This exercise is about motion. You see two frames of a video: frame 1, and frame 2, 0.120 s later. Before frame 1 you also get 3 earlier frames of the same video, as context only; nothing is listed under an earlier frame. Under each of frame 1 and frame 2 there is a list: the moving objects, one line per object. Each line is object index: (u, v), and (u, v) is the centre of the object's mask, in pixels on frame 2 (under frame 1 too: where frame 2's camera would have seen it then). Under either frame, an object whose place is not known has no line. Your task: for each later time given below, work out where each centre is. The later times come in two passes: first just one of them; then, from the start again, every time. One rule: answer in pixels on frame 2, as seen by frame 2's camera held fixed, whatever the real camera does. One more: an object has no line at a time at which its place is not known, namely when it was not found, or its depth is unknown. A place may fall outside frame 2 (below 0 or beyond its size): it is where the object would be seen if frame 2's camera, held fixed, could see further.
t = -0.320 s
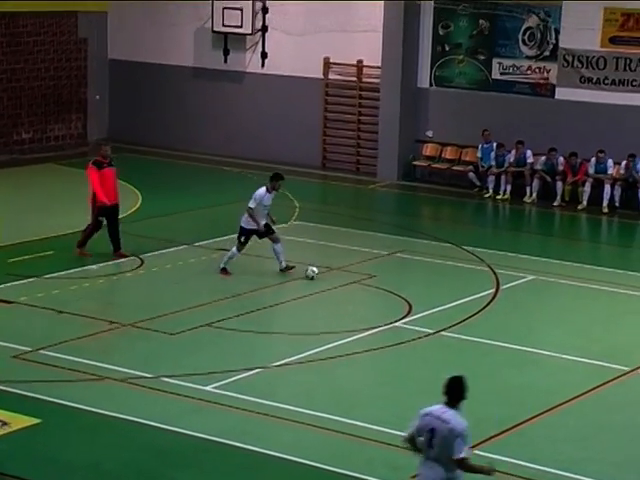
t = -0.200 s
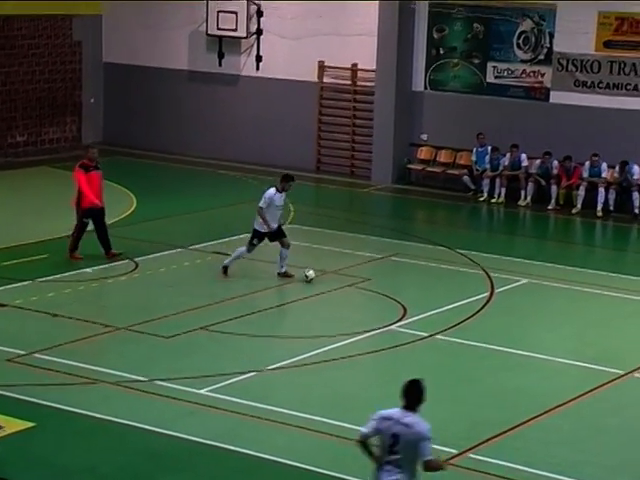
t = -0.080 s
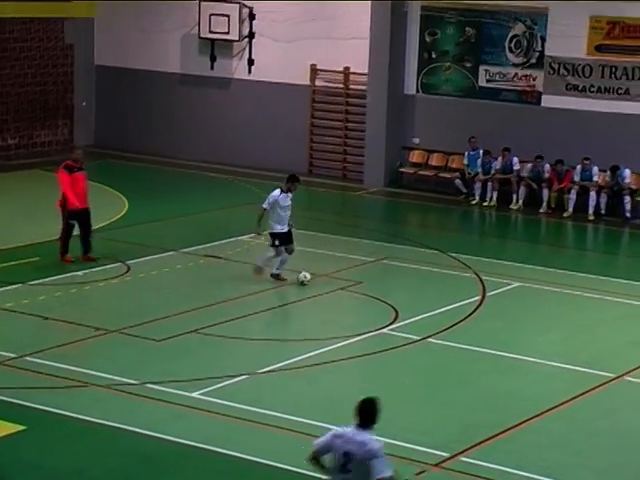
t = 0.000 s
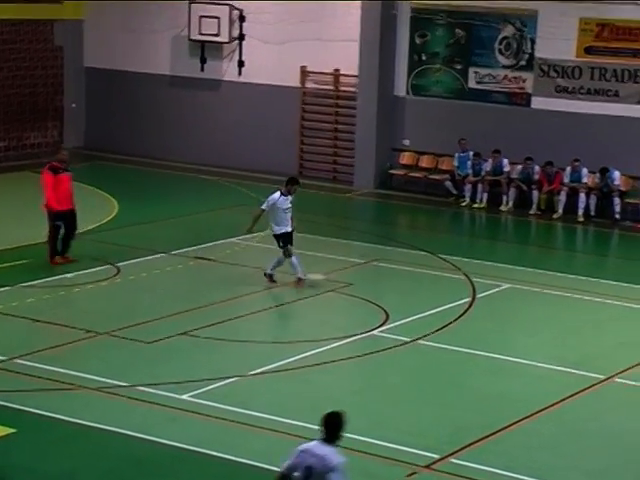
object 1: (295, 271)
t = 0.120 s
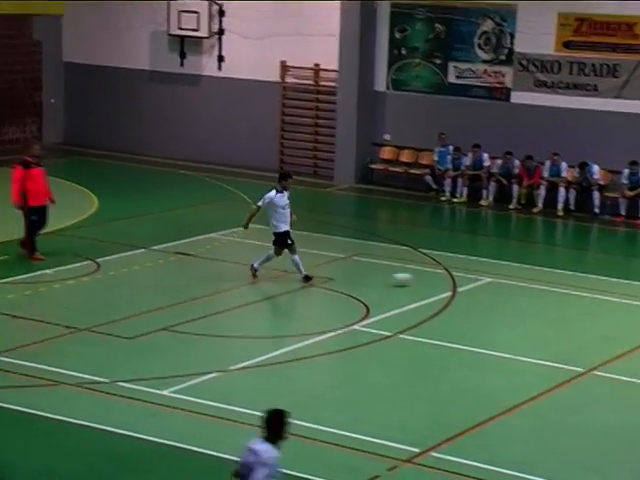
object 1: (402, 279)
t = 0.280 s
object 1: (536, 285)
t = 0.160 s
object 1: (437, 281)
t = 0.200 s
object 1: (470, 282)
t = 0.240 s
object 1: (504, 284)
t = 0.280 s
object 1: (536, 285)
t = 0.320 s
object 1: (569, 286)
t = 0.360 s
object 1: (600, 288)
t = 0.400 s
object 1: (632, 290)
